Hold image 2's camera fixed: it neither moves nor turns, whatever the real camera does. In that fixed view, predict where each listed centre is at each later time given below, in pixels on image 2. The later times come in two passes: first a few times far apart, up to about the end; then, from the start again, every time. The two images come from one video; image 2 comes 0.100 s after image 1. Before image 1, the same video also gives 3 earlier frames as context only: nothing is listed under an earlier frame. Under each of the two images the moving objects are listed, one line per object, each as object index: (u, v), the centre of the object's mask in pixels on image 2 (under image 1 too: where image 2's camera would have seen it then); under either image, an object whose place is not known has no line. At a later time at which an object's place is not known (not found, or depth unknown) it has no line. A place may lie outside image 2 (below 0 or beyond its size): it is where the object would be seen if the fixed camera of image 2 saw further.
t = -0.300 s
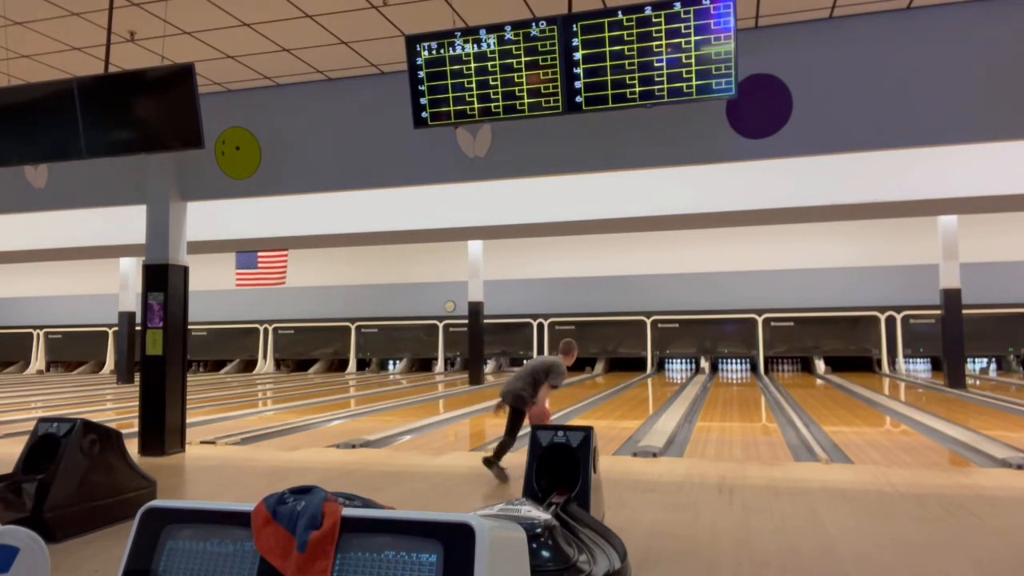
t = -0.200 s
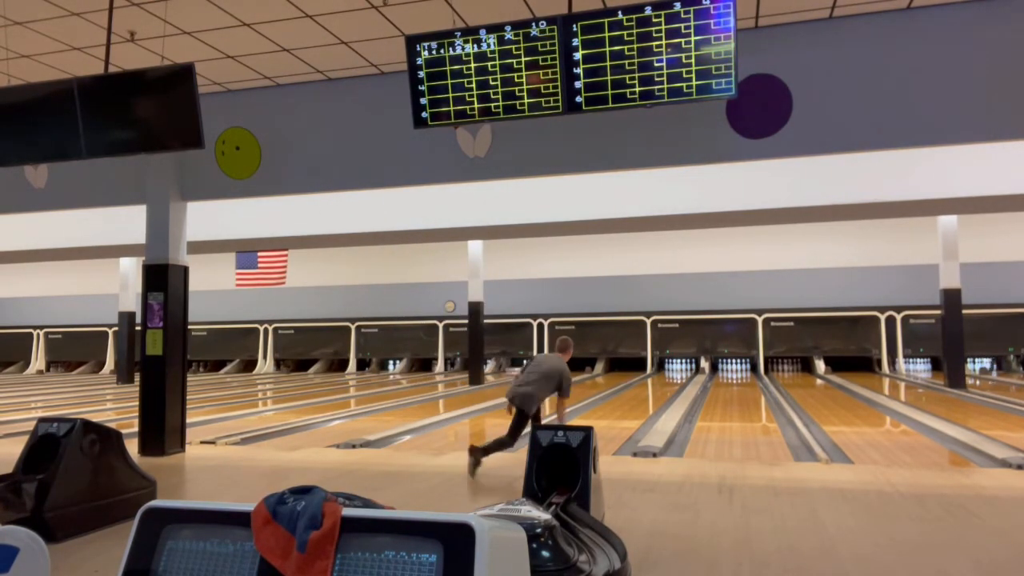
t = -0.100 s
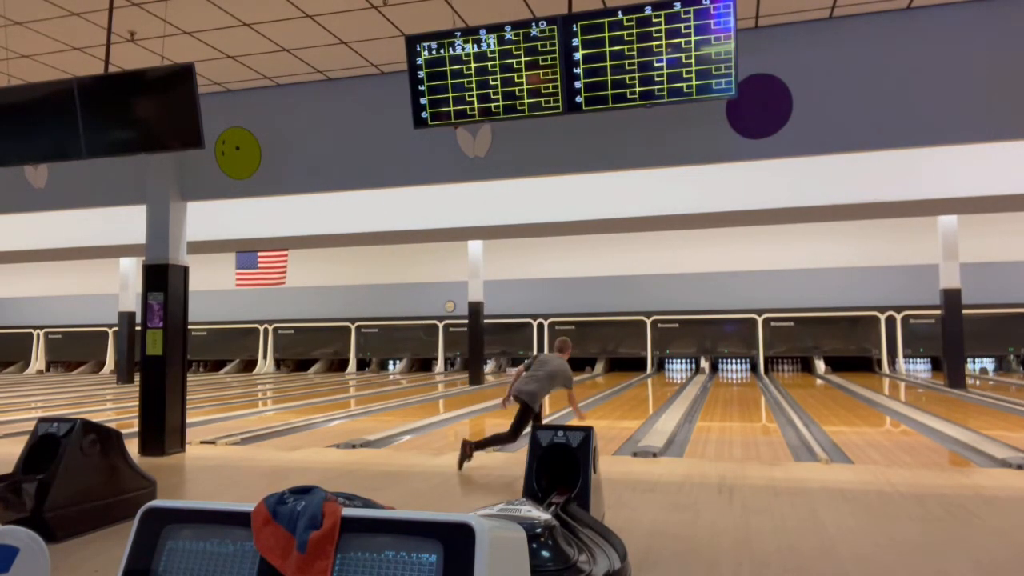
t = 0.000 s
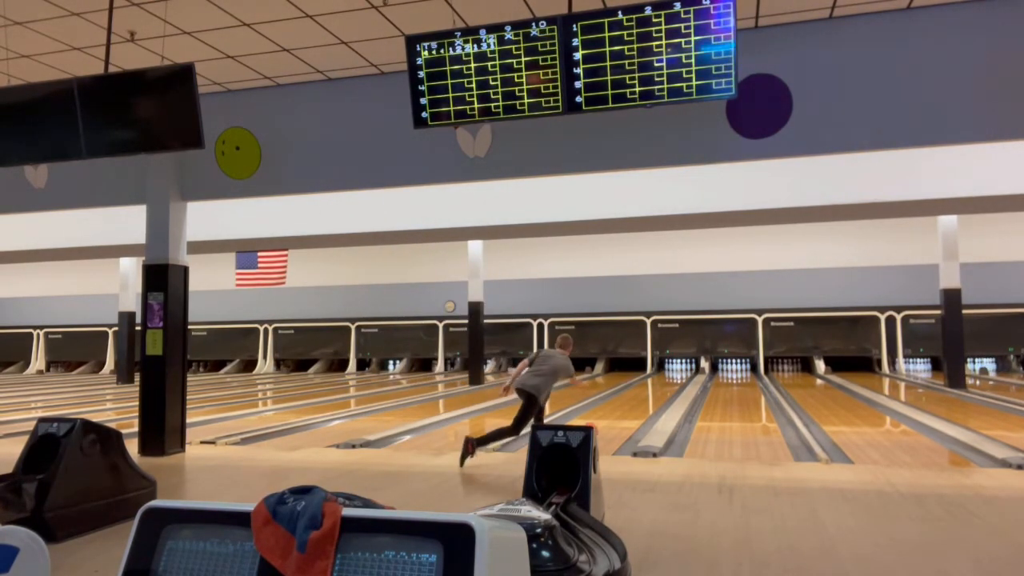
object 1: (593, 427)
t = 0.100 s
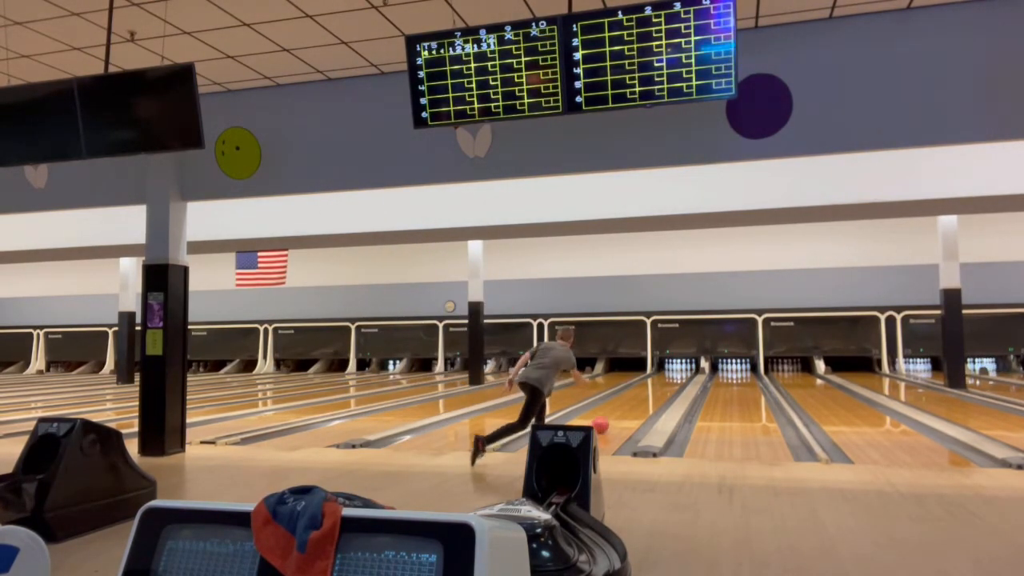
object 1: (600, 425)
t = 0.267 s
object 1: (616, 415)
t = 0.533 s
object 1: (635, 402)
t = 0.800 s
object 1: (649, 394)
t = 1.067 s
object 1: (660, 387)
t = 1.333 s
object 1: (668, 382)
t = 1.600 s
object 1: (674, 377)
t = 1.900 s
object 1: (679, 374)
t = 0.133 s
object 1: (604, 423)
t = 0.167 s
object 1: (607, 421)
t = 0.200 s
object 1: (610, 418)
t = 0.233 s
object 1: (613, 417)
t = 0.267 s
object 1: (616, 415)
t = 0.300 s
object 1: (619, 412)
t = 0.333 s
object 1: (622, 411)
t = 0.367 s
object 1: (624, 409)
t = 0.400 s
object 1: (627, 408)
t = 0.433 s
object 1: (629, 406)
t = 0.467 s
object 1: (632, 405)
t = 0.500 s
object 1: (633, 404)
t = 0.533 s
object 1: (635, 402)
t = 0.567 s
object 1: (637, 401)
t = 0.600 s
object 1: (639, 400)
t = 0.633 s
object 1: (641, 400)
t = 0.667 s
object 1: (643, 398)
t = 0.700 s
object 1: (645, 397)
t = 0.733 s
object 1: (647, 396)
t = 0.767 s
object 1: (648, 395)
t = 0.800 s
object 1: (649, 394)
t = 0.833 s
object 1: (651, 393)
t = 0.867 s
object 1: (652, 392)
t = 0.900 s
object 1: (654, 390)
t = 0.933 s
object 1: (655, 390)
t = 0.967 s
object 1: (657, 389)
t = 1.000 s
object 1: (658, 389)
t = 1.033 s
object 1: (659, 388)
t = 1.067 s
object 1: (660, 387)
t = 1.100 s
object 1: (661, 386)
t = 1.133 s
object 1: (661, 386)
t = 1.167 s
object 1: (662, 385)
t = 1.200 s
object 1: (663, 384)
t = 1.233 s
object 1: (664, 384)
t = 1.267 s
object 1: (666, 383)
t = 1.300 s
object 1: (668, 382)
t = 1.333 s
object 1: (668, 382)
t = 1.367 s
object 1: (668, 381)
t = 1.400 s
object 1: (669, 381)
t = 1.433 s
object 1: (670, 380)
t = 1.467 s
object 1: (671, 380)
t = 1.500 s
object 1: (671, 379)
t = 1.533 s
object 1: (672, 379)
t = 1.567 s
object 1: (673, 378)
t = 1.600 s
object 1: (674, 377)
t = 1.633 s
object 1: (674, 377)
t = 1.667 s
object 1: (675, 376)
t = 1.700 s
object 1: (676, 376)
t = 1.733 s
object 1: (677, 376)
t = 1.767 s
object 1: (677, 375)
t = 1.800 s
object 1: (677, 375)
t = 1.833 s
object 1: (678, 375)
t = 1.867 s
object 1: (678, 374)
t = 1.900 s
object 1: (679, 374)
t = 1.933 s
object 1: (679, 373)
